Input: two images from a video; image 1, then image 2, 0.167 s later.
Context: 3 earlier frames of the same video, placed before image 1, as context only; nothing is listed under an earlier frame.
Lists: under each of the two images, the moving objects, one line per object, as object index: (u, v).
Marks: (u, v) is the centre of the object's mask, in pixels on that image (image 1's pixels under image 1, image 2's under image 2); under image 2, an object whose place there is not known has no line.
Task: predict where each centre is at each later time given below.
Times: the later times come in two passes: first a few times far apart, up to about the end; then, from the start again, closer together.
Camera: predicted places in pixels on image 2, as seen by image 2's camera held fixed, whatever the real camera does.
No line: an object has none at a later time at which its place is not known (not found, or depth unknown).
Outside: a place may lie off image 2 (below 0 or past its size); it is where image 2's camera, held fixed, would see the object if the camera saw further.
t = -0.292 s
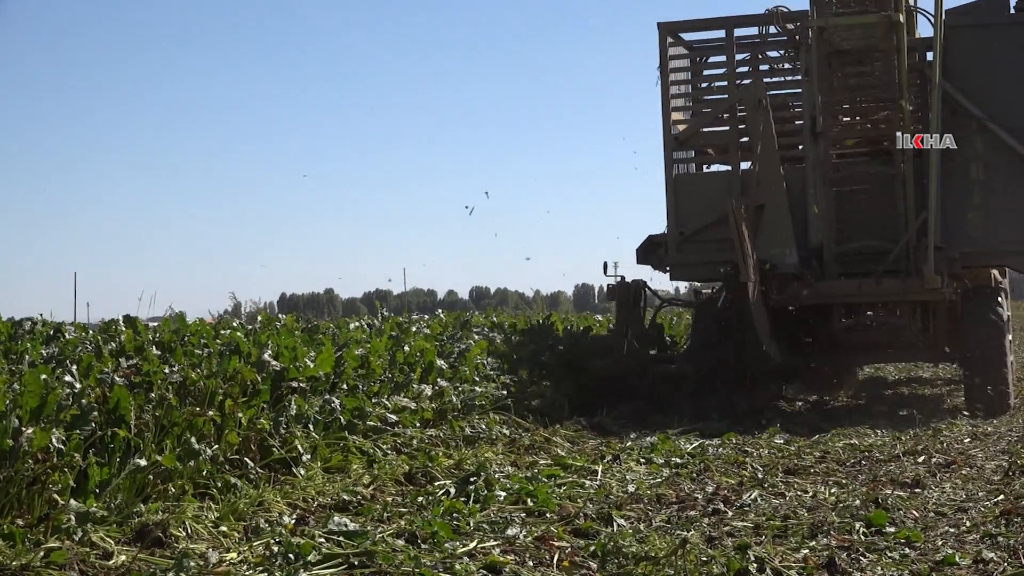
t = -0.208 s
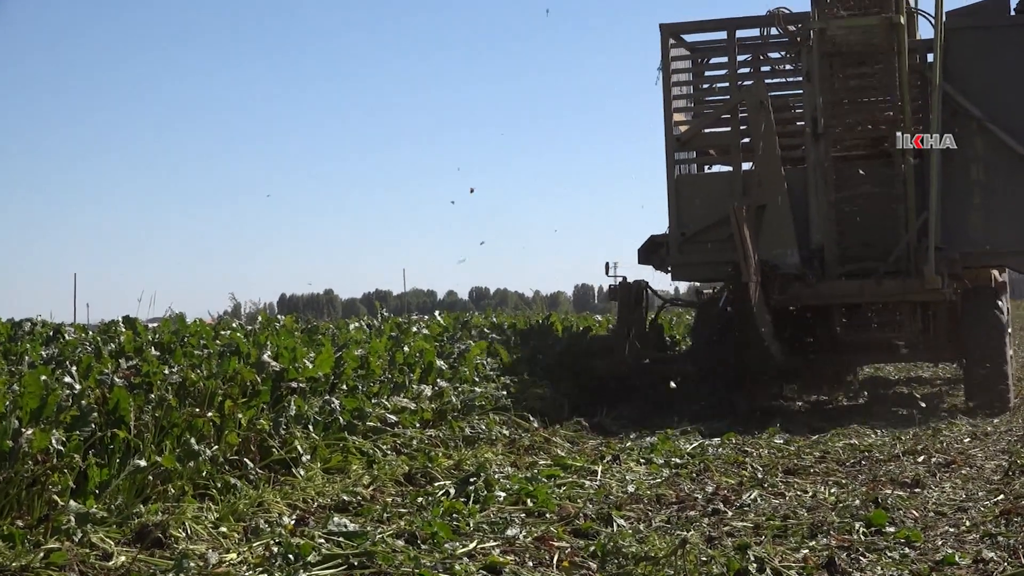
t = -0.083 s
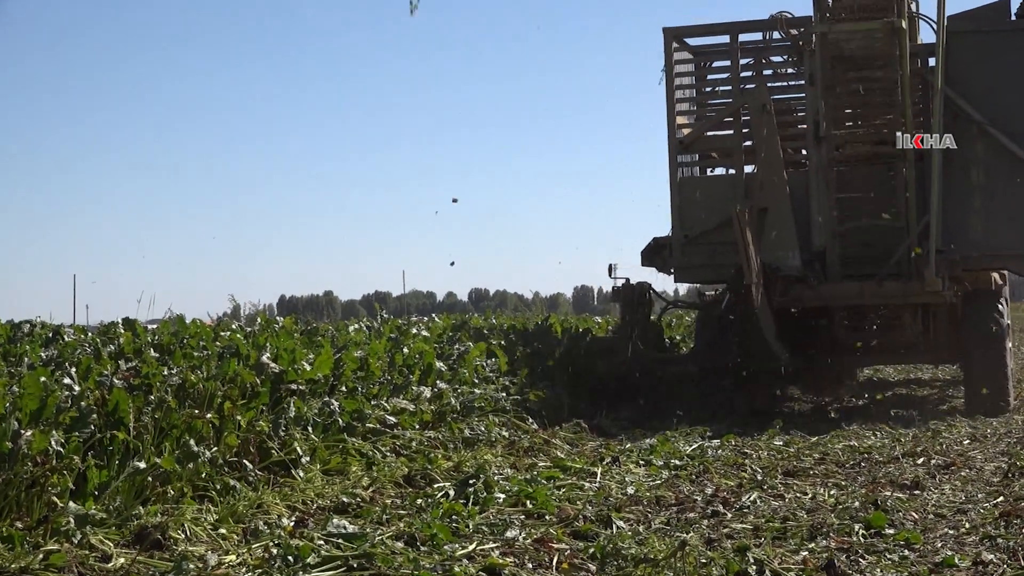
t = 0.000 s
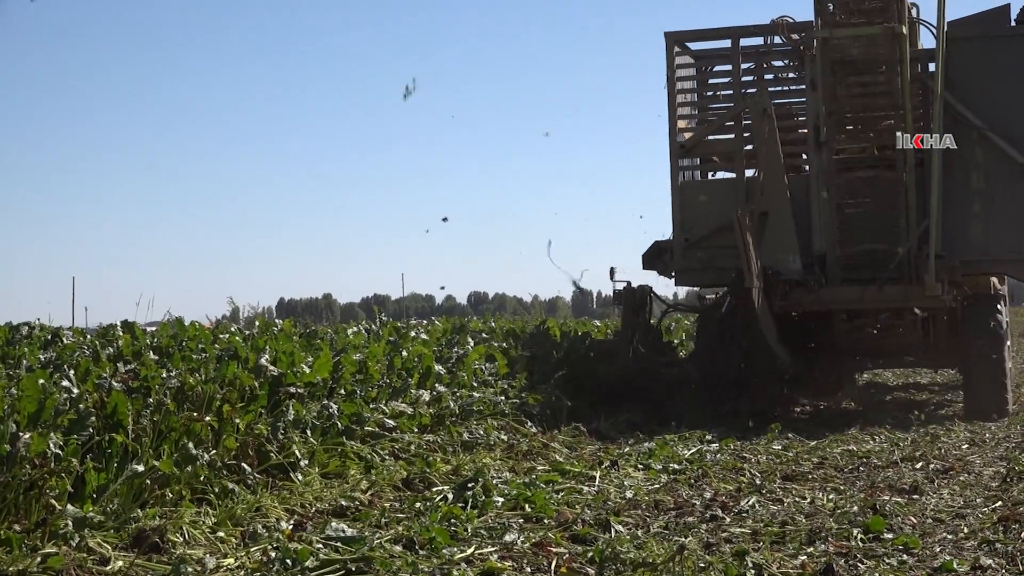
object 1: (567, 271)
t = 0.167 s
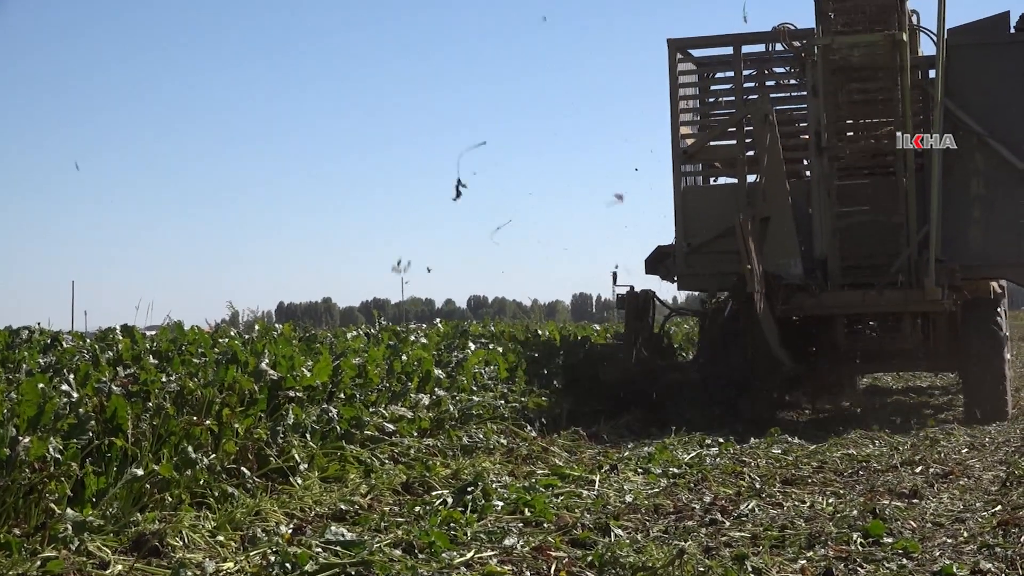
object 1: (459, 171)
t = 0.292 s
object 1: (405, 120)
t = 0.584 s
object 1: (336, 101)
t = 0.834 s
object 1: (255, 169)
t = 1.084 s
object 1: (182, 316)
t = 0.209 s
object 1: (444, 154)
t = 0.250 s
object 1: (429, 140)
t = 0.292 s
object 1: (405, 120)
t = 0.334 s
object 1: (394, 111)
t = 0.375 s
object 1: (386, 106)
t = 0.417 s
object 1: (376, 100)
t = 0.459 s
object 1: (365, 96)
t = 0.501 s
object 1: (355, 96)
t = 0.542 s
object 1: (345, 98)
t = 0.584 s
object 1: (336, 101)
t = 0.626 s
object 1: (325, 105)
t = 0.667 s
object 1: (312, 112)
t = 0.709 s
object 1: (297, 122)
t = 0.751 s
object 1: (283, 134)
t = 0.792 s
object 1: (270, 149)
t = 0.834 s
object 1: (255, 169)
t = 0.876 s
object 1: (242, 191)
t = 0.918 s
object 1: (228, 216)
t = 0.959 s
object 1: (214, 244)
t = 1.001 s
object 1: (202, 276)
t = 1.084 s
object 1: (182, 316)
